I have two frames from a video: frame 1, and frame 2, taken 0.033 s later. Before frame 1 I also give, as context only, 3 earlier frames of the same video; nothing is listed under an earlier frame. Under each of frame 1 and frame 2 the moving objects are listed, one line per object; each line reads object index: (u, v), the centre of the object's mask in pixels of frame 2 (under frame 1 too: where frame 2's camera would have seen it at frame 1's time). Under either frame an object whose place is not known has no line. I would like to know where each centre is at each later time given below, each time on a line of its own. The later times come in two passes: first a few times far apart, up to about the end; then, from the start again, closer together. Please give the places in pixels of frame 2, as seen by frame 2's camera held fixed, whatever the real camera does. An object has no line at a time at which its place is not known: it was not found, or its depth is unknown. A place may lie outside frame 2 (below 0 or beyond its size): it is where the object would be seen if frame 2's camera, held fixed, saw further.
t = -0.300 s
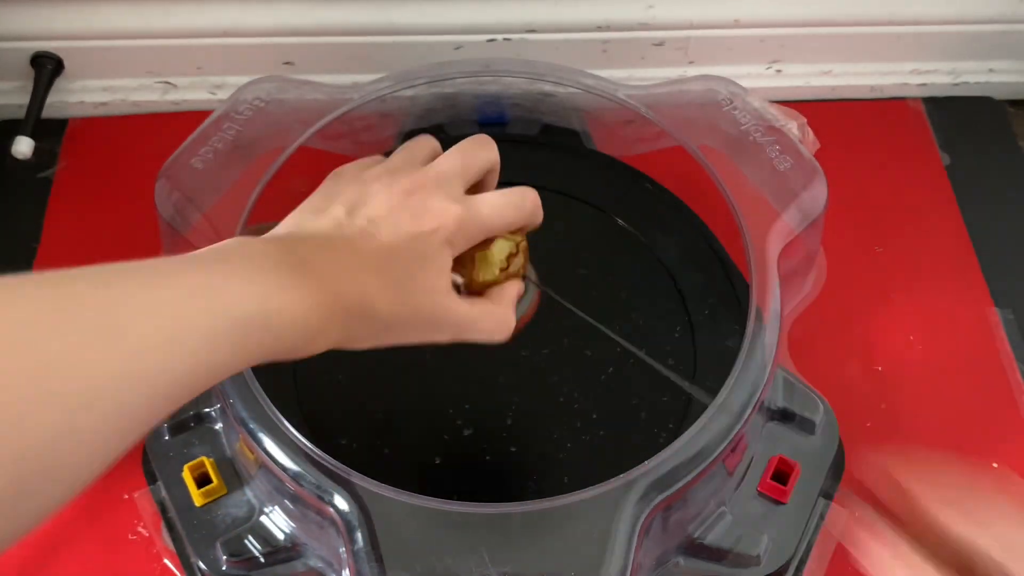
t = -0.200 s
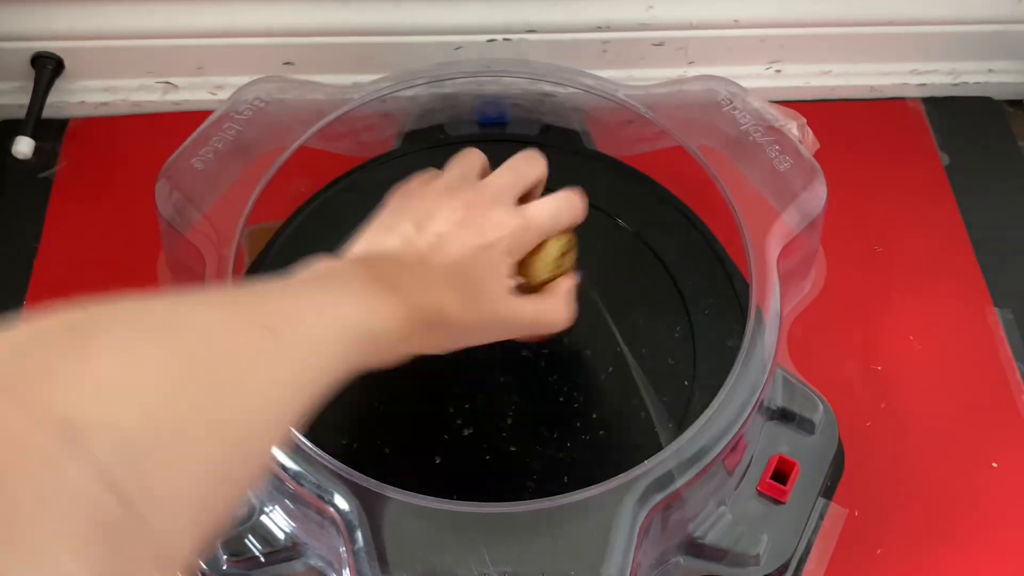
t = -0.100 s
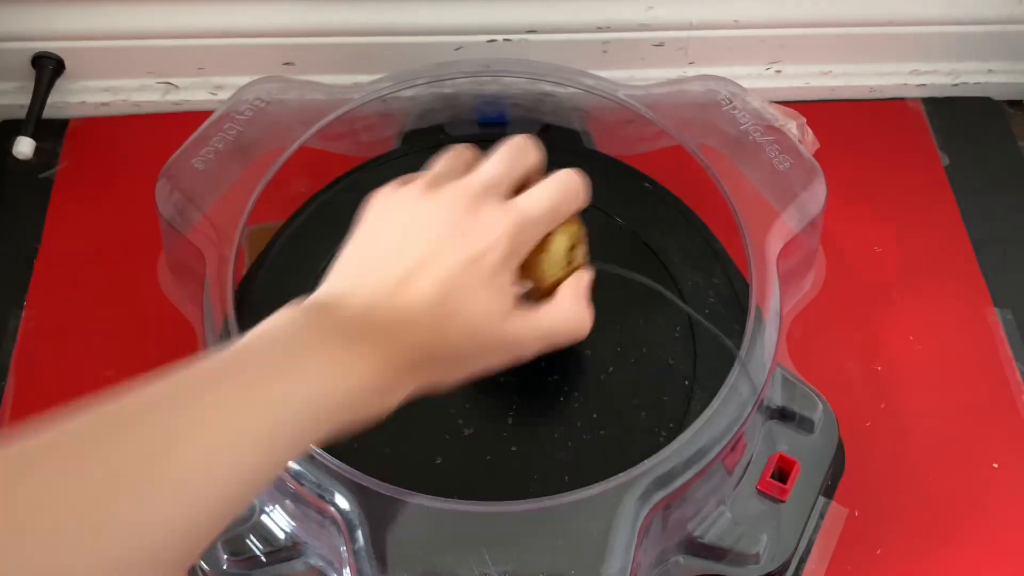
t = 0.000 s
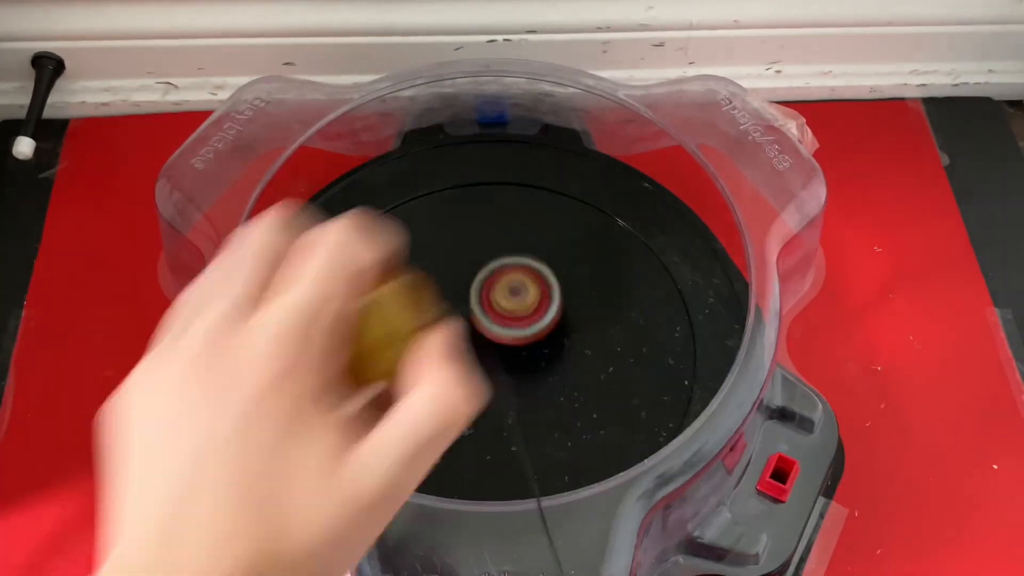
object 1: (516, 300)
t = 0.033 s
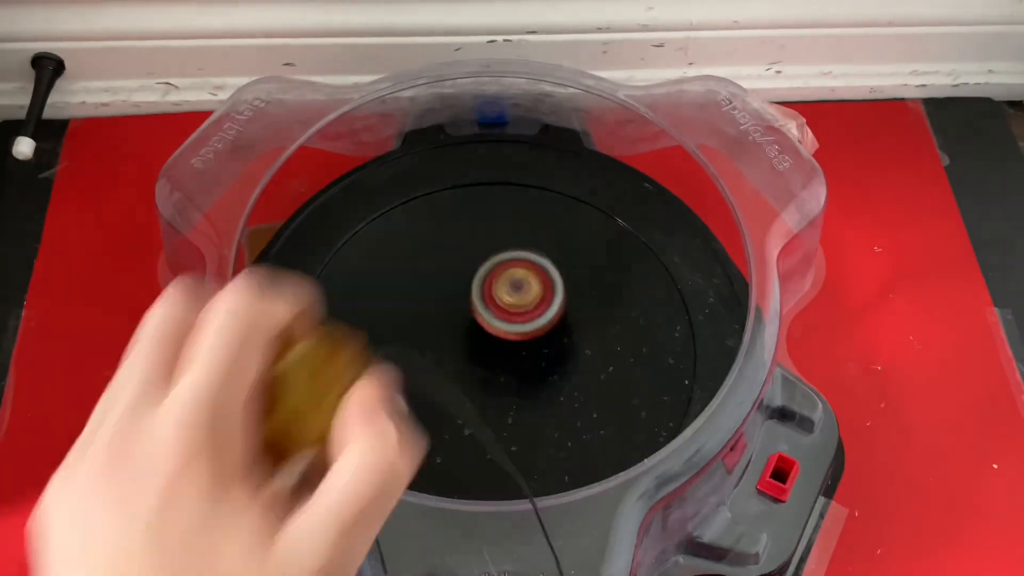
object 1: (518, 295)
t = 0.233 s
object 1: (532, 326)
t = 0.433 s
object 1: (559, 325)
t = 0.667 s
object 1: (552, 285)
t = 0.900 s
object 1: (470, 323)
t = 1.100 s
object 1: (479, 434)
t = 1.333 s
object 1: (581, 434)
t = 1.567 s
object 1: (622, 296)
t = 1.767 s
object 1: (491, 224)
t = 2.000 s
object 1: (340, 333)
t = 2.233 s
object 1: (450, 496)
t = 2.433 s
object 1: (677, 373)
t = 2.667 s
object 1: (531, 206)
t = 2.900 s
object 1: (291, 355)
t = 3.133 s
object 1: (386, 506)
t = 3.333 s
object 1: (554, 512)
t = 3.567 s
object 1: (628, 325)
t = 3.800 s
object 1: (490, 221)
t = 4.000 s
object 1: (363, 257)
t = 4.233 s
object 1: (342, 395)
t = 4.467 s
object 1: (548, 436)
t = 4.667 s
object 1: (629, 298)
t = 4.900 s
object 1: (520, 190)
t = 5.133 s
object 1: (362, 247)
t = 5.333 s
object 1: (385, 405)
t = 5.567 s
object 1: (596, 433)
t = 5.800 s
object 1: (666, 288)
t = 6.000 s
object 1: (559, 207)
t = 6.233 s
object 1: (401, 288)
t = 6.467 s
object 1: (444, 451)
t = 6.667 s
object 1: (600, 463)
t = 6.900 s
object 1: (660, 323)
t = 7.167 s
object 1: (480, 255)
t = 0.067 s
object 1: (520, 299)
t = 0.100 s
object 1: (521, 311)
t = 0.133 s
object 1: (524, 311)
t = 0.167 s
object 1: (526, 319)
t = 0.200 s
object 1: (529, 320)
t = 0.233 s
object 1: (532, 326)
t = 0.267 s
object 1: (537, 328)
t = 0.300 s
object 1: (542, 330)
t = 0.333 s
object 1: (546, 330)
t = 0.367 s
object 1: (551, 329)
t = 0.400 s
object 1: (555, 328)
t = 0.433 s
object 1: (559, 325)
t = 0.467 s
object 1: (561, 320)
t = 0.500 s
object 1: (563, 315)
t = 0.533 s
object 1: (564, 310)
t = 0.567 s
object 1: (563, 304)
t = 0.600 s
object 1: (561, 297)
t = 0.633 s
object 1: (558, 290)
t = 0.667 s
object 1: (552, 285)
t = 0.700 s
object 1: (543, 281)
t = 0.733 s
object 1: (533, 279)
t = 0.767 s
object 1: (520, 281)
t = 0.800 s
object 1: (506, 286)
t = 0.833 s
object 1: (492, 295)
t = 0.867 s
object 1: (480, 308)
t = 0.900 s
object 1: (470, 323)
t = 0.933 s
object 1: (463, 341)
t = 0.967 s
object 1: (460, 361)
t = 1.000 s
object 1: (460, 382)
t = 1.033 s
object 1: (463, 401)
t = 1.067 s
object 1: (469, 419)
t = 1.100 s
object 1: (479, 434)
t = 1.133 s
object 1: (491, 445)
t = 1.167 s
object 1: (504, 451)
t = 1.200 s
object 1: (519, 455)
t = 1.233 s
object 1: (535, 454)
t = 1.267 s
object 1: (550, 450)
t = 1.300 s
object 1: (566, 443)
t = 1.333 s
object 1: (581, 434)
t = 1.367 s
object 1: (595, 421)
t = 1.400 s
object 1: (606, 404)
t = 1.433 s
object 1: (616, 385)
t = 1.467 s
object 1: (624, 364)
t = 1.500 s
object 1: (628, 342)
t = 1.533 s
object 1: (628, 319)
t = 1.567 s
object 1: (622, 296)
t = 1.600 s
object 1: (611, 274)
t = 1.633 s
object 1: (593, 256)
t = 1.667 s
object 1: (572, 241)
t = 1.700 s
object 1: (547, 231)
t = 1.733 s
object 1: (519, 225)
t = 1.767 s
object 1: (491, 224)
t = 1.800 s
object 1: (462, 228)
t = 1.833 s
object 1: (435, 236)
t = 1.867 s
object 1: (409, 248)
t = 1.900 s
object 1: (385, 265)
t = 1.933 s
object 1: (365, 285)
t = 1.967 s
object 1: (350, 308)
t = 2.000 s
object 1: (340, 333)
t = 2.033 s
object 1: (335, 360)
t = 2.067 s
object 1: (336, 387)
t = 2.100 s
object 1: (346, 411)
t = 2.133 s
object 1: (364, 431)
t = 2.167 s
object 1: (386, 449)
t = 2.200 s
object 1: (413, 482)
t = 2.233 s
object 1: (450, 496)
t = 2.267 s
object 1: (496, 501)
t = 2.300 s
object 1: (543, 496)
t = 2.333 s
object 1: (588, 480)
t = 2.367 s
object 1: (629, 452)
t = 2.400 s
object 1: (654, 409)
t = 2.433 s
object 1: (677, 373)
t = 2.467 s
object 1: (686, 327)
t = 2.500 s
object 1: (679, 281)
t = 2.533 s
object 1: (665, 238)
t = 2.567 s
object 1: (643, 201)
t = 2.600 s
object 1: (618, 172)
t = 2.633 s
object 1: (576, 186)
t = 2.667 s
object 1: (531, 206)
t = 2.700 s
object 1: (485, 225)
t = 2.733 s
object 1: (441, 244)
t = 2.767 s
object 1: (398, 264)
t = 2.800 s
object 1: (361, 285)
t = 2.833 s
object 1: (328, 307)
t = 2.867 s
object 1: (305, 330)
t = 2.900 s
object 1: (291, 355)
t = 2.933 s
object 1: (293, 375)
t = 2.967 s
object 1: (291, 398)
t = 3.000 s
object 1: (314, 415)
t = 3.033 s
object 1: (333, 432)
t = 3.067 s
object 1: (353, 447)
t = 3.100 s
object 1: (370, 485)
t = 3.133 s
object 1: (386, 506)
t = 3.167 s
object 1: (412, 519)
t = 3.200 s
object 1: (436, 525)
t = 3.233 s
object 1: (466, 528)
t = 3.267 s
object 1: (496, 527)
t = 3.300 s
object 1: (526, 523)
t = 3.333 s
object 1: (554, 512)
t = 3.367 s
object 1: (579, 494)
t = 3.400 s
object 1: (602, 471)
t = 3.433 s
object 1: (615, 435)
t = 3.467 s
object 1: (629, 413)
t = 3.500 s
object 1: (636, 383)
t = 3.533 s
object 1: (635, 353)
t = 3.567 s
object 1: (628, 325)
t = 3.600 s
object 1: (616, 298)
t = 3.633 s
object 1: (601, 276)
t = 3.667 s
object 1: (582, 257)
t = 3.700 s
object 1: (561, 242)
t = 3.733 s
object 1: (537, 231)
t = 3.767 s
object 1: (513, 225)
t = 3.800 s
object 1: (490, 221)
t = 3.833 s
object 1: (466, 220)
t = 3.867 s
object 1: (443, 222)
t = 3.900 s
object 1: (421, 226)
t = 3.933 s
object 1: (400, 234)
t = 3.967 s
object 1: (380, 245)
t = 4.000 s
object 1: (363, 257)
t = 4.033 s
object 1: (348, 272)
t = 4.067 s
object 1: (337, 289)
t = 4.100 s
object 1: (329, 307)
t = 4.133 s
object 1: (325, 327)
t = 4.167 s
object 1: (324, 347)
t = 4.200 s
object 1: (330, 371)
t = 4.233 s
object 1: (342, 395)
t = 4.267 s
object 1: (361, 416)
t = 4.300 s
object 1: (387, 432)
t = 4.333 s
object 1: (416, 445)
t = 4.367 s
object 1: (451, 452)
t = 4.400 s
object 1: (484, 453)
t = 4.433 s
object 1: (518, 448)
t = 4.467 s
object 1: (548, 436)
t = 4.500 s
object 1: (576, 419)
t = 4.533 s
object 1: (598, 398)
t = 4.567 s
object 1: (614, 373)
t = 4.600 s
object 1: (625, 348)
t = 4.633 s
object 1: (629, 323)
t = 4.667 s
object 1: (629, 298)
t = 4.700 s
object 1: (623, 275)
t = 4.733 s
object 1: (614, 254)
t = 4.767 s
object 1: (601, 236)
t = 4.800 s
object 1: (584, 221)
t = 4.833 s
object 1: (565, 208)
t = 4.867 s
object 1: (543, 198)
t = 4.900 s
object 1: (520, 190)
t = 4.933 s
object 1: (495, 186)
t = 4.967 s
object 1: (470, 187)
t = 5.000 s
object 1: (445, 190)
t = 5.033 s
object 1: (420, 198)
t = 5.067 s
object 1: (398, 210)
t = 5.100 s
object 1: (378, 227)
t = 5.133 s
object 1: (362, 247)
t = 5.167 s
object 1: (350, 271)
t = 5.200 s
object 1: (345, 297)
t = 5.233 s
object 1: (344, 326)
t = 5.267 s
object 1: (351, 354)
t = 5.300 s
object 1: (365, 381)
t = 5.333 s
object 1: (385, 405)
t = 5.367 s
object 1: (409, 425)
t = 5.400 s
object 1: (438, 440)
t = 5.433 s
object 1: (470, 450)
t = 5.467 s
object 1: (504, 453)
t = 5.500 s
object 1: (536, 451)
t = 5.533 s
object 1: (567, 444)
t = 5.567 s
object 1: (596, 433)
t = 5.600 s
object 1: (621, 418)
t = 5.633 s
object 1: (642, 400)
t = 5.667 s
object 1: (658, 380)
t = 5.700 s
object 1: (668, 357)
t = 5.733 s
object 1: (672, 334)
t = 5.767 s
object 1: (672, 310)
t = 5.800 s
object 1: (666, 288)
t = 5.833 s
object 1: (657, 268)
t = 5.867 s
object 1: (643, 250)
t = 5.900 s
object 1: (626, 234)
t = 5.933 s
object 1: (606, 222)
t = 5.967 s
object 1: (583, 212)
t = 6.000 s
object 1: (559, 207)
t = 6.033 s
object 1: (533, 205)
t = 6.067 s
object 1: (506, 208)
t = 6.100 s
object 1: (480, 216)
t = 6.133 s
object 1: (456, 229)
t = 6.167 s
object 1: (434, 245)
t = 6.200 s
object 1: (415, 265)
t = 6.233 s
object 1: (401, 288)
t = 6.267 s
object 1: (391, 313)
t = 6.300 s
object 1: (387, 339)
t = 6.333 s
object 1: (388, 365)
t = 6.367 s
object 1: (394, 390)
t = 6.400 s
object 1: (406, 414)
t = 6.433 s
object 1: (422, 436)
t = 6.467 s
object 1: (444, 451)
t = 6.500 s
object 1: (468, 460)
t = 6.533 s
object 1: (494, 475)
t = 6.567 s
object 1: (522, 479)
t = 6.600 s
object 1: (549, 478)
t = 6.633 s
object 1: (575, 473)
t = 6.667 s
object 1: (600, 463)
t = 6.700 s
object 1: (622, 448)
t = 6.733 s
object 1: (641, 430)
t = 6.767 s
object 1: (655, 411)
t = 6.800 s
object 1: (663, 389)
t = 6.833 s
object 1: (669, 368)
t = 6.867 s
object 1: (668, 345)
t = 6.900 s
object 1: (660, 323)
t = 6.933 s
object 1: (647, 303)
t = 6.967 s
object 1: (630, 285)
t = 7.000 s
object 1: (610, 270)
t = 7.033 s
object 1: (586, 259)
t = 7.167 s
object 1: (480, 255)
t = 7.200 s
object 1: (454, 263)
